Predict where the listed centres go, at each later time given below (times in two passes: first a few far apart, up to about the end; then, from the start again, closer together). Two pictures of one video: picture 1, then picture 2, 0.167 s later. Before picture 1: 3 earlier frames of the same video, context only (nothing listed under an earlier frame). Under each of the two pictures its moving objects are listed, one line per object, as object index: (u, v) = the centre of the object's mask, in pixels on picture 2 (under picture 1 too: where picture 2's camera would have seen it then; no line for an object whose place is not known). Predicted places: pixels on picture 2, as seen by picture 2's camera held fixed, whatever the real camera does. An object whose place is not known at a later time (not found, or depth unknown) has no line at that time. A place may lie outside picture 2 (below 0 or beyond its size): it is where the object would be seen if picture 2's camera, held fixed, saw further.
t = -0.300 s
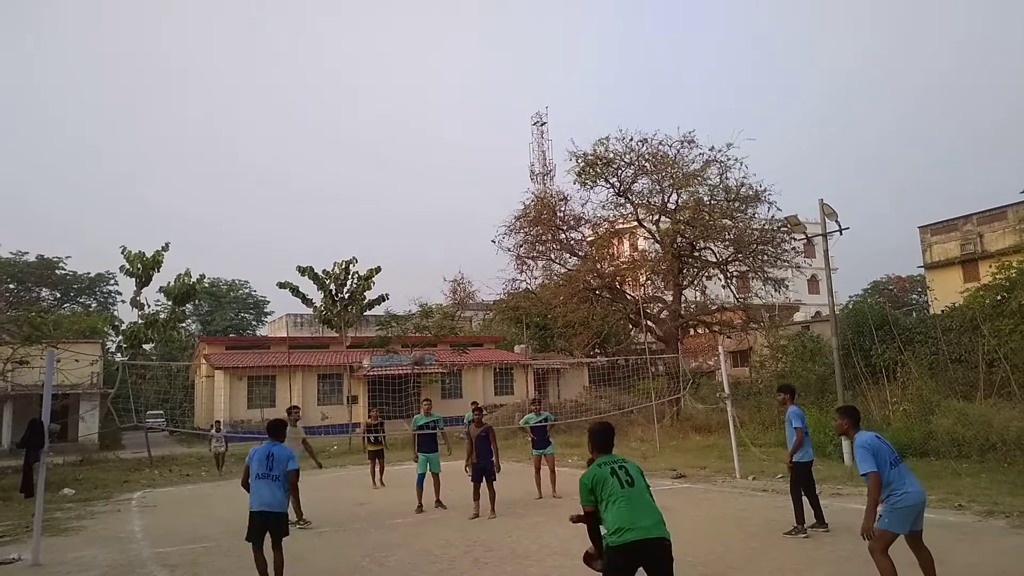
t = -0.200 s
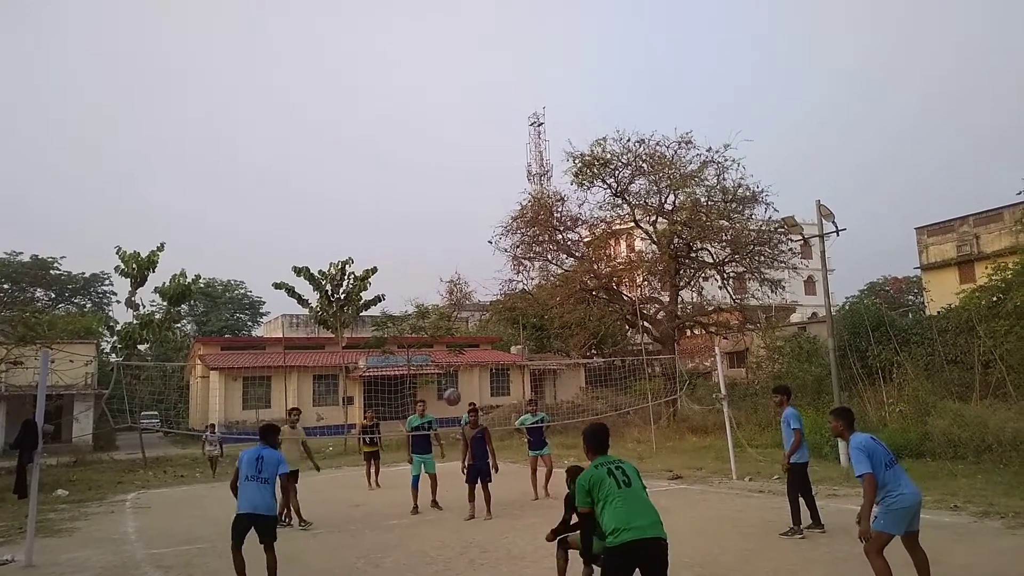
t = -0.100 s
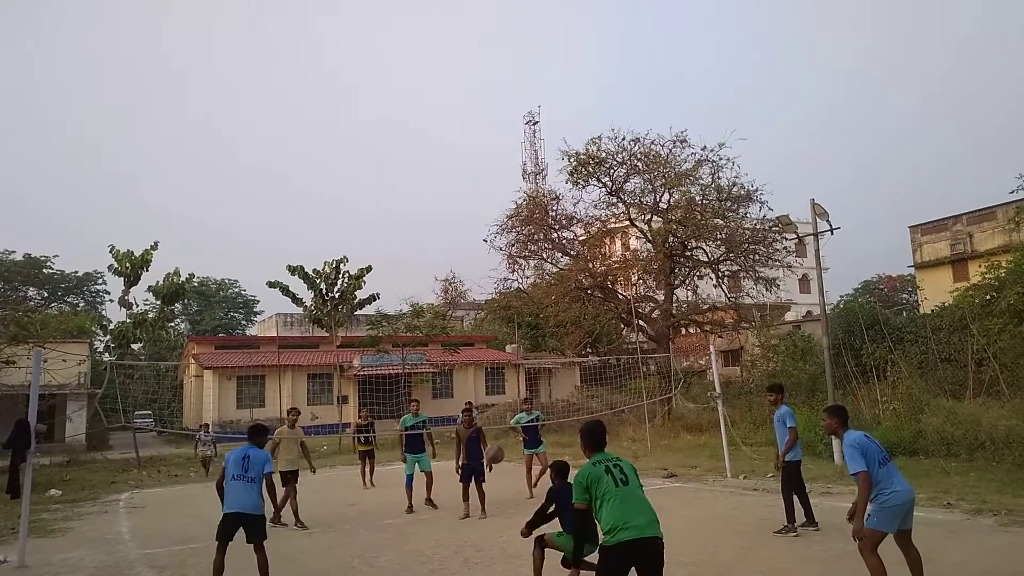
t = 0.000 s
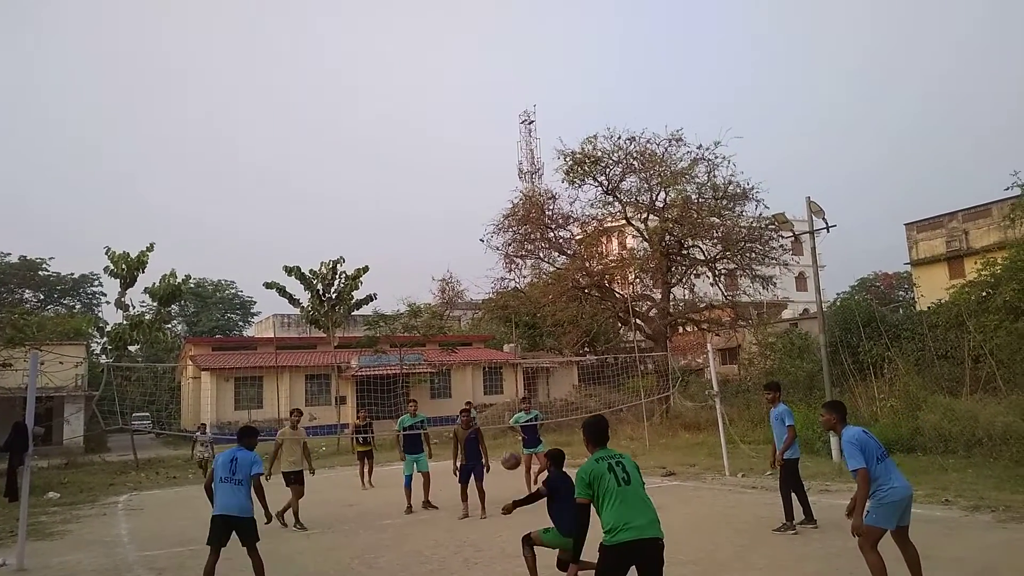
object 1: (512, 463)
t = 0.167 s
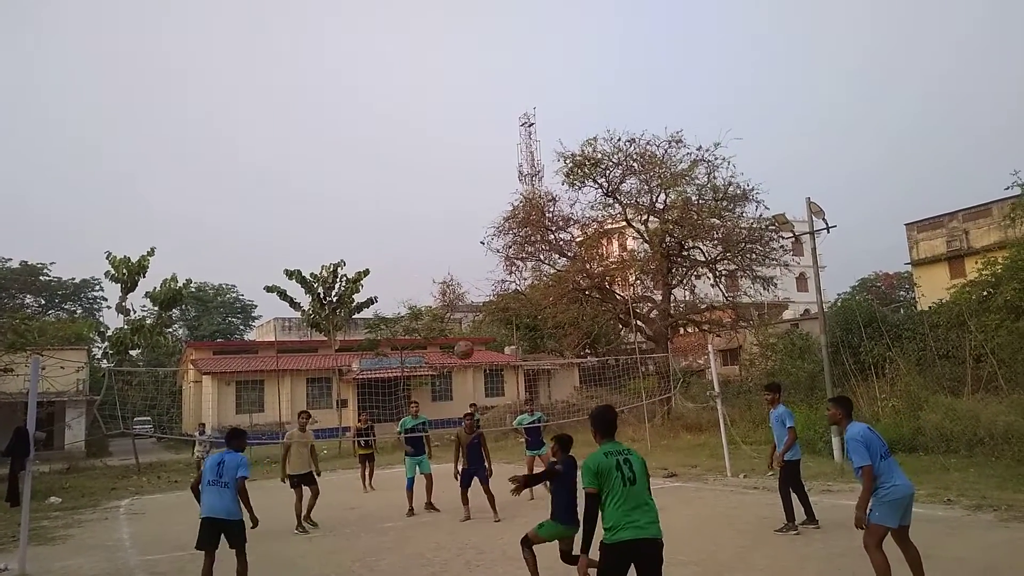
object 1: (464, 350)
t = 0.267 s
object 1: (438, 301)
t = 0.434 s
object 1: (400, 246)
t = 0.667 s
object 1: (354, 212)
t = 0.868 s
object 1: (319, 218)
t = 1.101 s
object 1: (281, 261)
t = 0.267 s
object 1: (438, 301)
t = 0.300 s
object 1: (430, 288)
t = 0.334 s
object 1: (422, 276)
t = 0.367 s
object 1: (414, 264)
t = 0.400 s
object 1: (407, 254)
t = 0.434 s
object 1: (400, 246)
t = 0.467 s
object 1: (393, 238)
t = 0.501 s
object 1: (386, 231)
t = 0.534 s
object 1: (380, 226)
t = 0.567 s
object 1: (373, 221)
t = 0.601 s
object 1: (366, 217)
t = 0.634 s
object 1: (360, 214)
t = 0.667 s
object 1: (354, 212)
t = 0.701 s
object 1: (347, 211)
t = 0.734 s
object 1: (341, 211)
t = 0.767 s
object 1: (335, 212)
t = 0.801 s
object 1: (330, 213)
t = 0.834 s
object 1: (324, 215)
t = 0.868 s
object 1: (319, 218)
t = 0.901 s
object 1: (313, 222)
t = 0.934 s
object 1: (308, 227)
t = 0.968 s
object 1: (302, 232)
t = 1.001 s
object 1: (297, 238)
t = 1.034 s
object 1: (291, 245)
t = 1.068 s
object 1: (286, 252)
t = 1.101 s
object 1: (281, 261)
